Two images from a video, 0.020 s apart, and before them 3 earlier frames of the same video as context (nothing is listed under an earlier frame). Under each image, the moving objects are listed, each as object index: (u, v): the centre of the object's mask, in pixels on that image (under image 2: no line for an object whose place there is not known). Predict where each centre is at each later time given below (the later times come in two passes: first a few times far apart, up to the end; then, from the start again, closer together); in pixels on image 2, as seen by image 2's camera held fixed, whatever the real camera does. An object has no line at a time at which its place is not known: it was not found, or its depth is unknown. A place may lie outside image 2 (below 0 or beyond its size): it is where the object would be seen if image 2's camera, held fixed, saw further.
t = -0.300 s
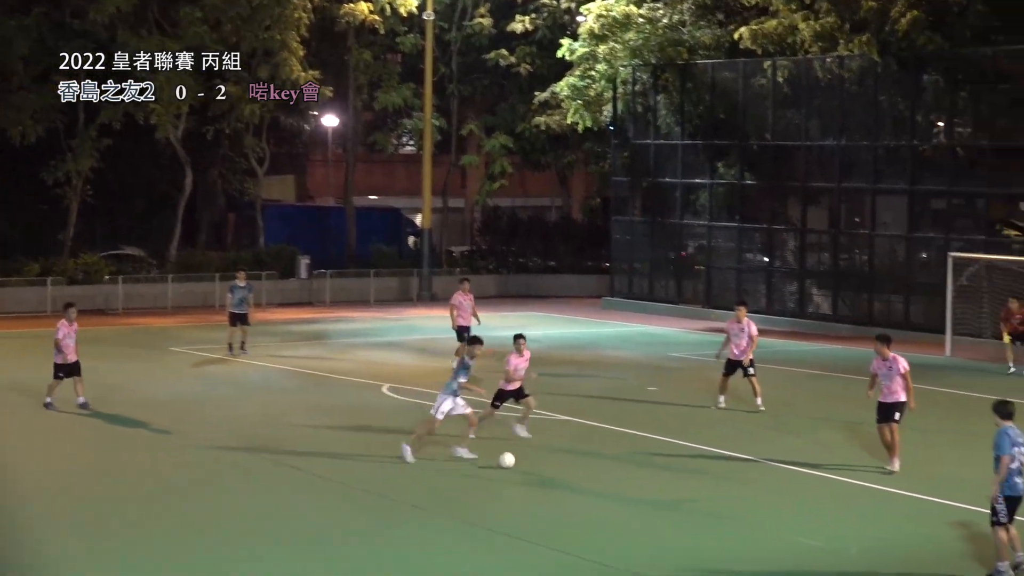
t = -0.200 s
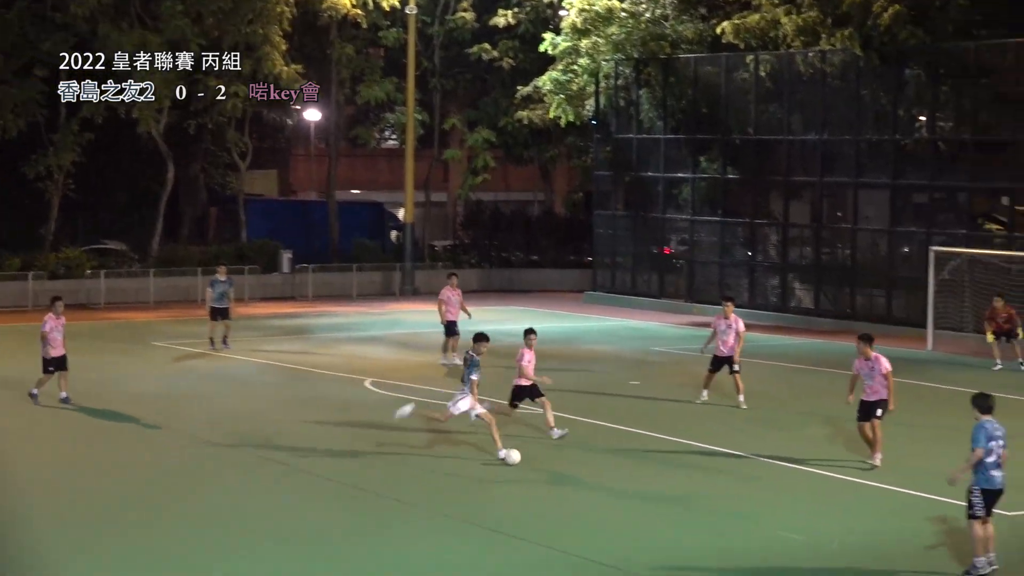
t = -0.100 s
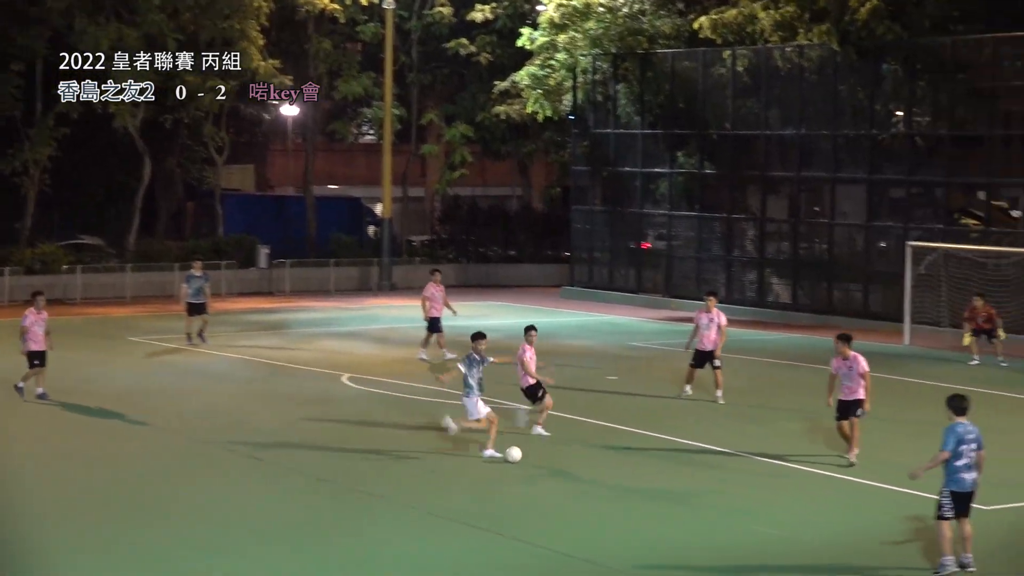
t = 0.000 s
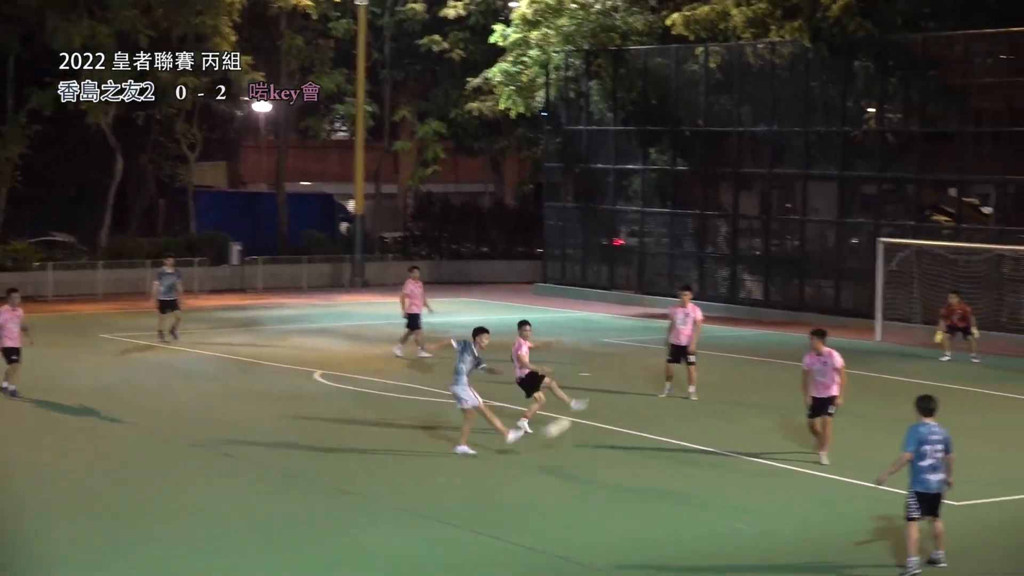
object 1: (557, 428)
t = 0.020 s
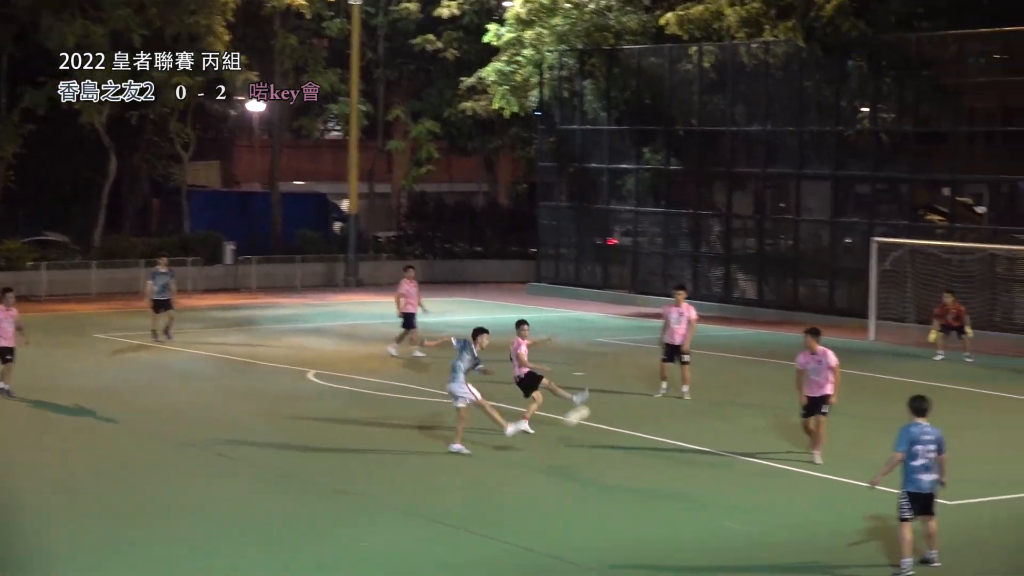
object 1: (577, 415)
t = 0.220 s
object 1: (794, 325)
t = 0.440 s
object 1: (1011, 263)
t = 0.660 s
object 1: (1194, 239)
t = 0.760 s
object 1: (1262, 236)
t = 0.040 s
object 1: (601, 405)
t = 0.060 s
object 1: (625, 395)
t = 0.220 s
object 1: (794, 325)
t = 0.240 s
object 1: (817, 316)
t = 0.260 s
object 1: (838, 310)
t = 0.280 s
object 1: (858, 305)
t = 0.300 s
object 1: (879, 298)
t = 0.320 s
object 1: (898, 292)
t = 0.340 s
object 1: (917, 287)
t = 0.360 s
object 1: (937, 281)
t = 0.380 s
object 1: (955, 276)
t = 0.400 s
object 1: (974, 272)
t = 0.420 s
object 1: (992, 267)
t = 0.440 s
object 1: (1011, 263)
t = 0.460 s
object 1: (1029, 260)
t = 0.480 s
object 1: (1046, 256)
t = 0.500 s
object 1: (1064, 253)
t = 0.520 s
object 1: (1082, 251)
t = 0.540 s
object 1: (1098, 248)
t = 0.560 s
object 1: (1115, 246)
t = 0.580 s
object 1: (1131, 245)
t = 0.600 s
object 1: (1146, 243)
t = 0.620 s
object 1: (1163, 241)
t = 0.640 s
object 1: (1178, 240)
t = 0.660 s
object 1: (1194, 239)
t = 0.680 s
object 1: (1210, 238)
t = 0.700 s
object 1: (1226, 236)
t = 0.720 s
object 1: (1241, 236)
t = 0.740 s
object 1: (1254, 236)
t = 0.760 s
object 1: (1262, 236)
